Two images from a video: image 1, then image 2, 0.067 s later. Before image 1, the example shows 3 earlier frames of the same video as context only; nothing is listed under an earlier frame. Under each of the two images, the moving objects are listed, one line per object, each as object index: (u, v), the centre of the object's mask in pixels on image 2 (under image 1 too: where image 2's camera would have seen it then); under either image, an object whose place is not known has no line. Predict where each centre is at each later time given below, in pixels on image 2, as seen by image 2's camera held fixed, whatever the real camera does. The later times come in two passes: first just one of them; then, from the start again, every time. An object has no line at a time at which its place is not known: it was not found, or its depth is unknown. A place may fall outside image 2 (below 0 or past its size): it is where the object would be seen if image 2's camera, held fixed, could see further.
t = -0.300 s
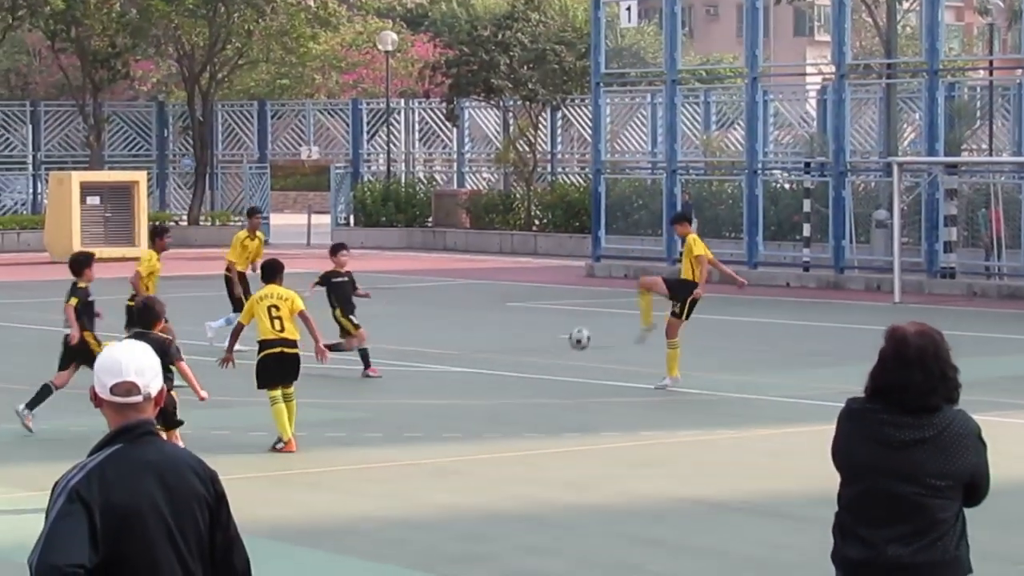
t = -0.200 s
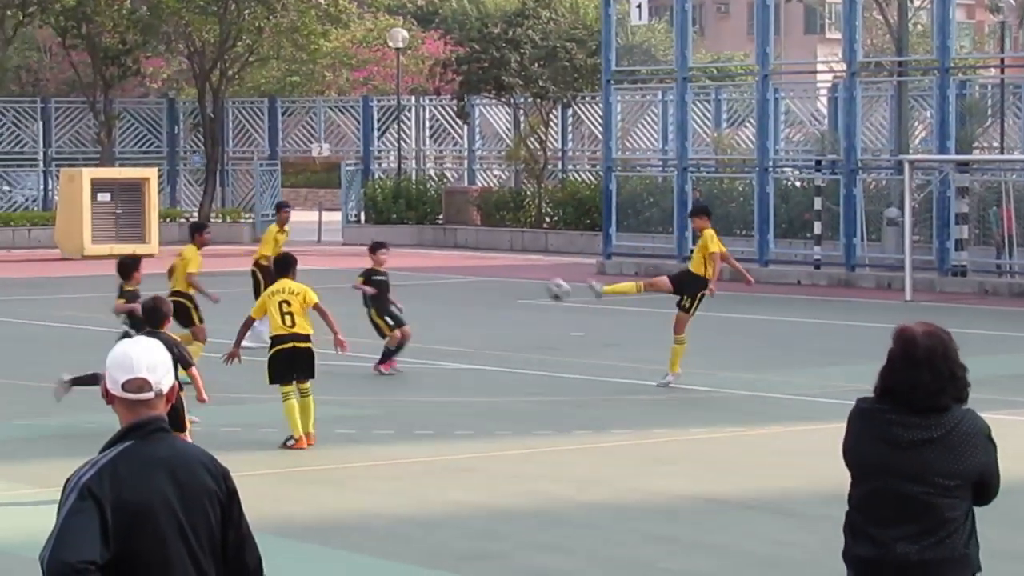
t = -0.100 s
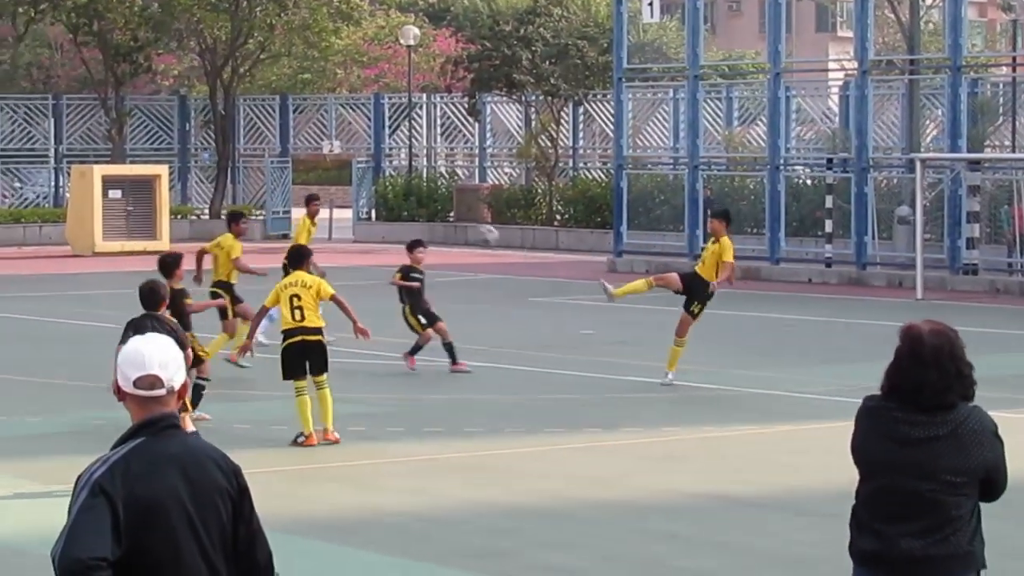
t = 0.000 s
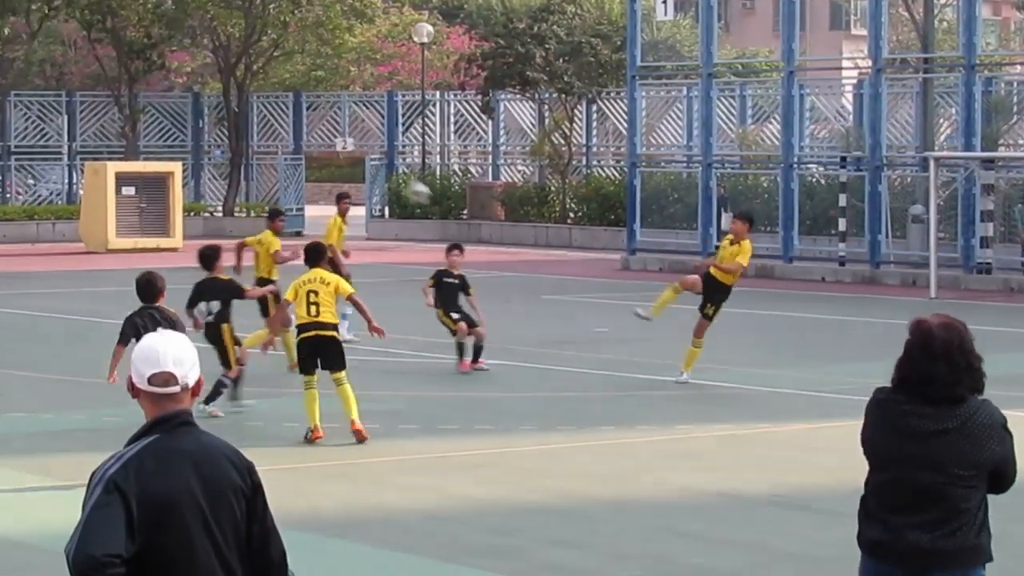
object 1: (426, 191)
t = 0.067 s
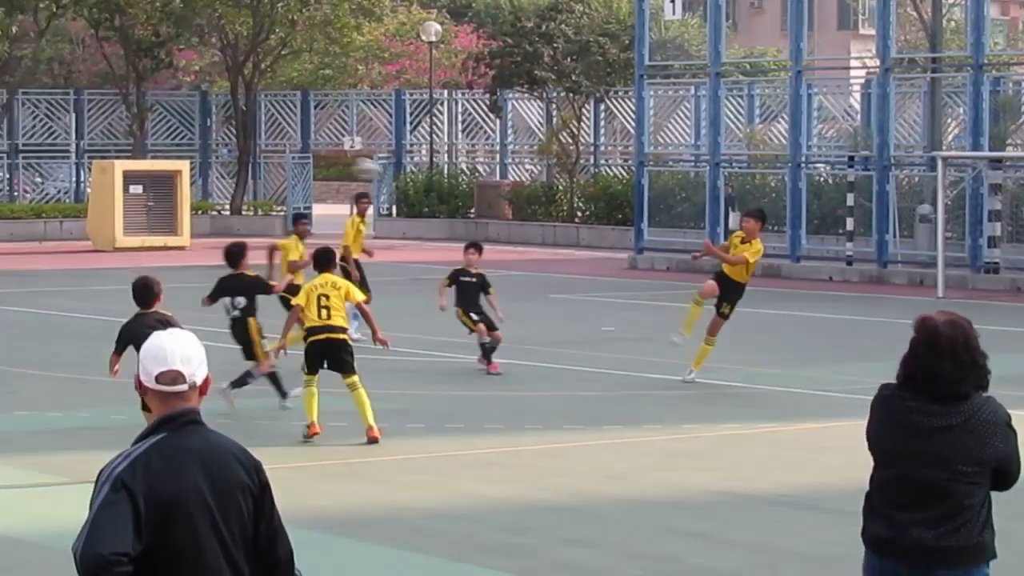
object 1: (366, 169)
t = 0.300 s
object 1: (145, 136)
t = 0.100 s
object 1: (336, 159)
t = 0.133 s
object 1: (308, 150)
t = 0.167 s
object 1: (275, 146)
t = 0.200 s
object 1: (244, 144)
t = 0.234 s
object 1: (212, 138)
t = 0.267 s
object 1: (180, 136)
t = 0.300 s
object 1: (145, 136)
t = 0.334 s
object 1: (112, 136)
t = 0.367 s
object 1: (76, 139)
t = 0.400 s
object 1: (42, 142)
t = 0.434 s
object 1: (7, 146)
